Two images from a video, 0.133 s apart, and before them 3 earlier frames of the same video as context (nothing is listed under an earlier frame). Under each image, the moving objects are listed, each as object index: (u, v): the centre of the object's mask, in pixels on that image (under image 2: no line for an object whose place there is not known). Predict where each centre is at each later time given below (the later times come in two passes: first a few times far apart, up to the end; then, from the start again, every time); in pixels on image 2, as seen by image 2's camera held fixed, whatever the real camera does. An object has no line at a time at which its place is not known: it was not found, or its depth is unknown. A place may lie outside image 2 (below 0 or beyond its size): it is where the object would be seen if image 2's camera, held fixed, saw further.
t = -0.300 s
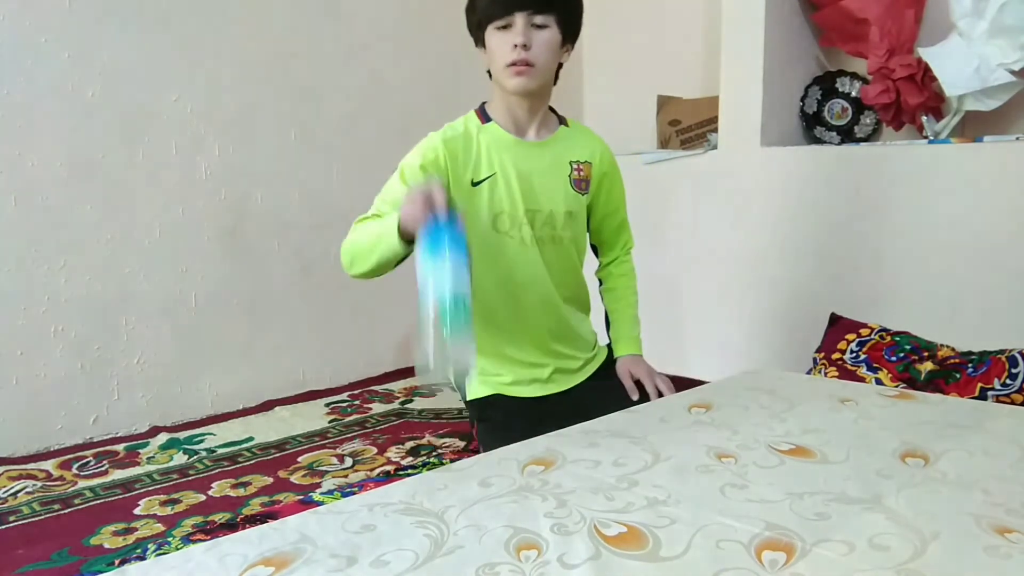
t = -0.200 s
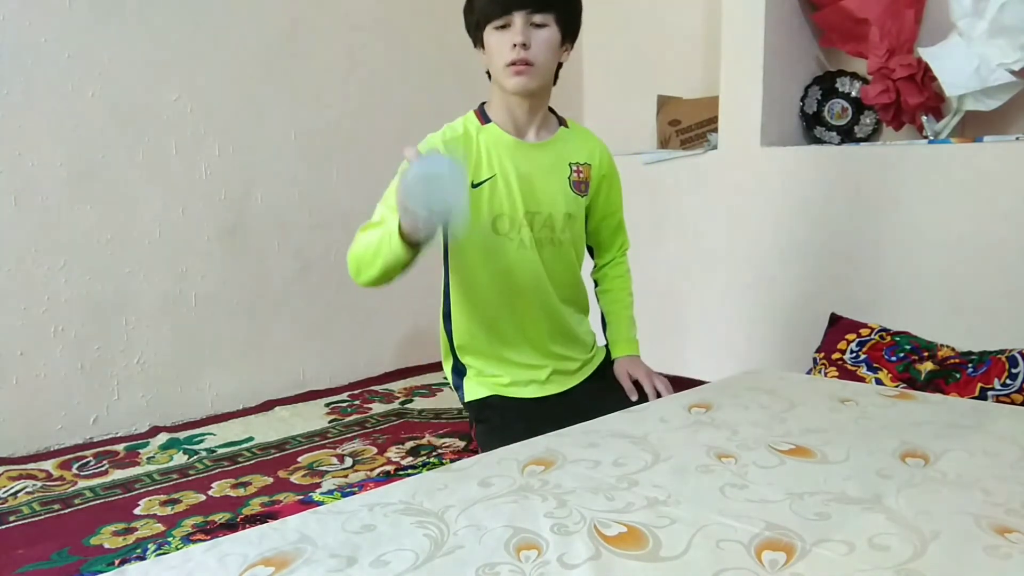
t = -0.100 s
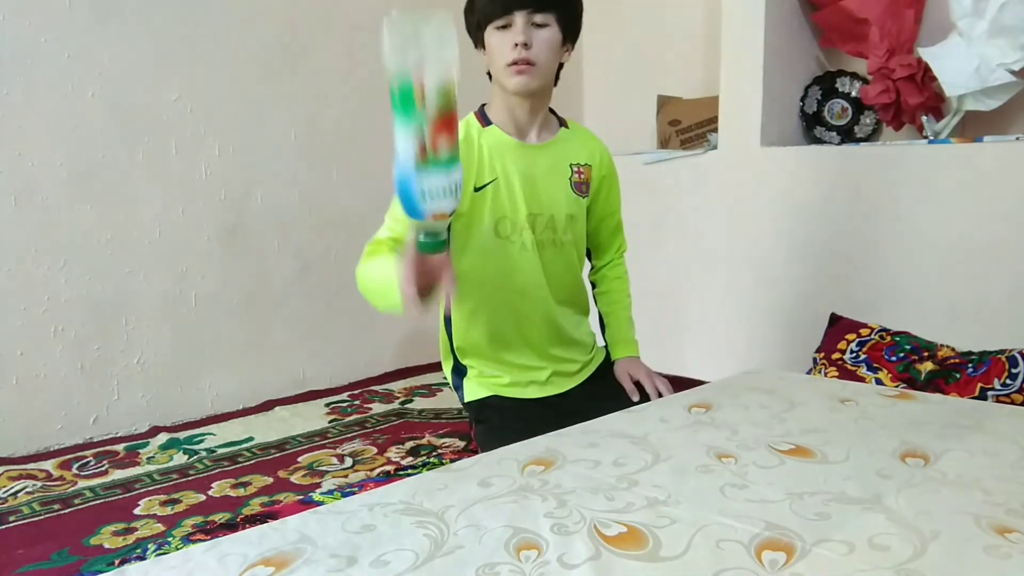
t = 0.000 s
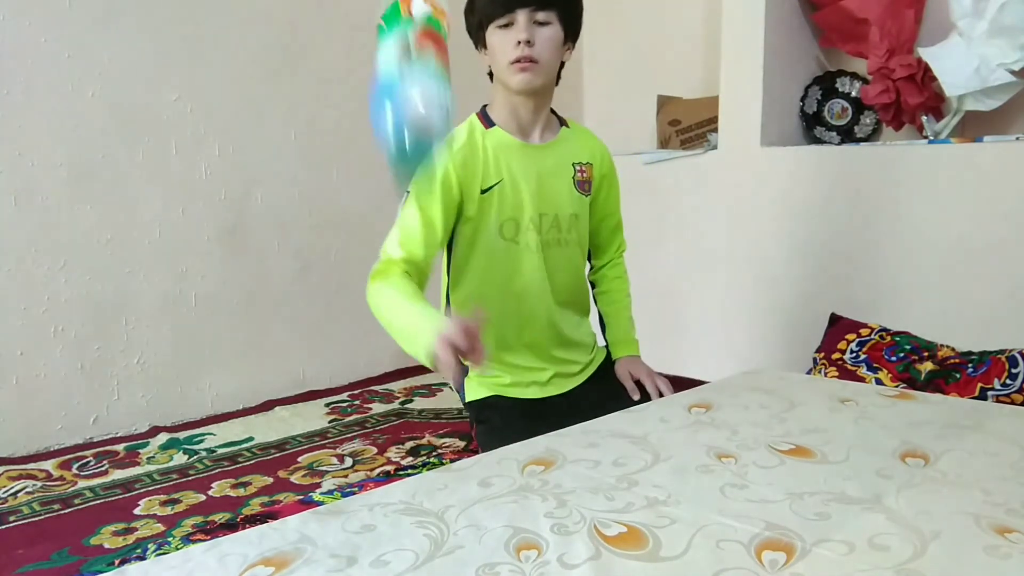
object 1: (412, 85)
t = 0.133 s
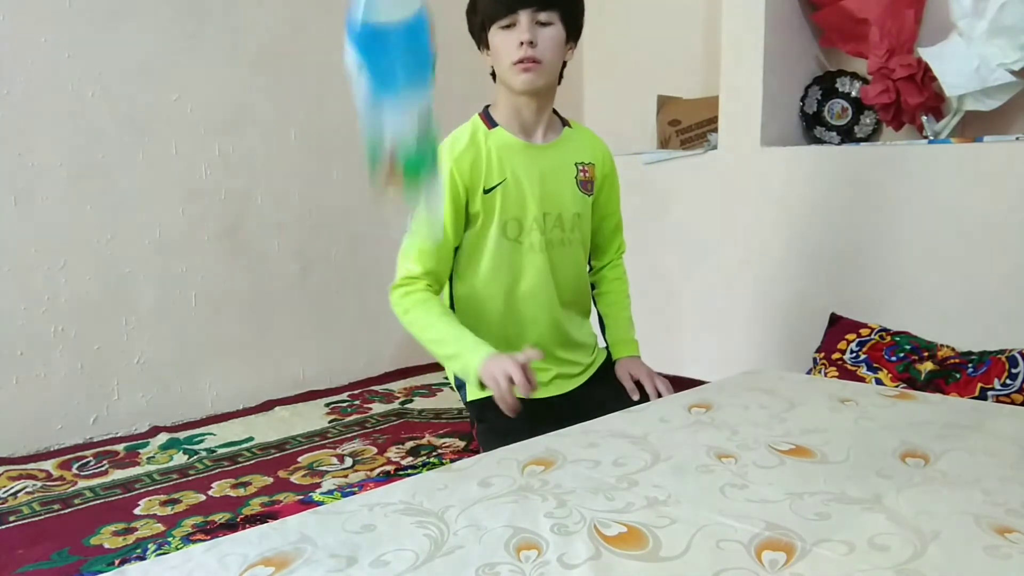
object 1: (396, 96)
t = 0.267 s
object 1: (390, 408)
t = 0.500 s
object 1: (383, 445)
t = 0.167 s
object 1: (394, 143)
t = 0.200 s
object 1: (390, 217)
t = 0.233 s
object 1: (391, 328)
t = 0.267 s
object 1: (390, 408)
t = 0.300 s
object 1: (387, 411)
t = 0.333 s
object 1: (385, 411)
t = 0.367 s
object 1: (384, 416)
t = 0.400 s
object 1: (384, 422)
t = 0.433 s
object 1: (384, 427)
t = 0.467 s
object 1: (383, 433)
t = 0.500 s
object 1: (383, 445)
